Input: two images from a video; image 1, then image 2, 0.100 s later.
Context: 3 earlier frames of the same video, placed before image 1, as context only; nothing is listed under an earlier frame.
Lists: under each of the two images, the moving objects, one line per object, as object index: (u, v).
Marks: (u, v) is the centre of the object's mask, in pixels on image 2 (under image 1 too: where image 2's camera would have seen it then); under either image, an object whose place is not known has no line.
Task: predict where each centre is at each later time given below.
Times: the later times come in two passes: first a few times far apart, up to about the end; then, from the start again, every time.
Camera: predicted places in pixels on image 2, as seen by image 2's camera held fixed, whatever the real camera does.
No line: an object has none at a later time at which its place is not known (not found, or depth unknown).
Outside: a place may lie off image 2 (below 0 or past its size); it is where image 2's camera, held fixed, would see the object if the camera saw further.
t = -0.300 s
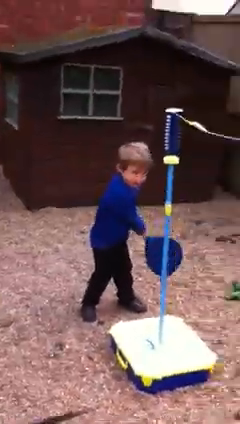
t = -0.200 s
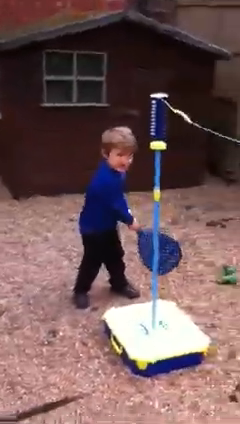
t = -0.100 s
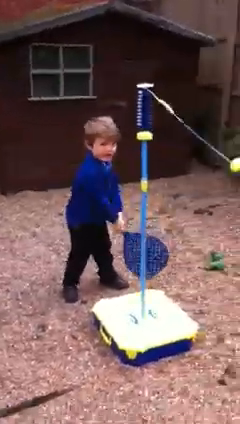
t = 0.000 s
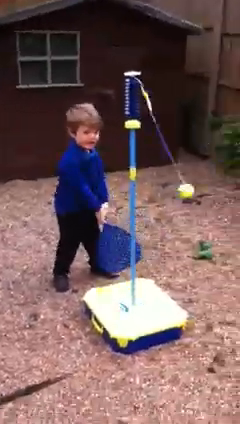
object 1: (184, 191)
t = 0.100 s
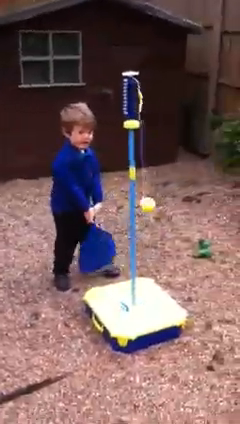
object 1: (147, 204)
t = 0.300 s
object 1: (193, 191)
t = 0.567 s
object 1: (199, 190)
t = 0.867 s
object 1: (147, 203)
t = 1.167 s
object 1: (164, 196)
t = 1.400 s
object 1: (152, 201)
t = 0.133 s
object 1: (155, 202)
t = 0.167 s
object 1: (164, 200)
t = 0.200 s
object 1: (174, 199)
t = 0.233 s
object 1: (180, 198)
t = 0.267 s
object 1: (186, 193)
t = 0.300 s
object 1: (193, 191)
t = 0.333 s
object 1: (197, 188)
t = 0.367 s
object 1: (203, 186)
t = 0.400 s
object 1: (205, 187)
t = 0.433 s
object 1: (205, 187)
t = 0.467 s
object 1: (204, 187)
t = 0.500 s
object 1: (204, 187)
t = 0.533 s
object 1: (202, 188)
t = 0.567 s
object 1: (199, 190)
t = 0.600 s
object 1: (194, 193)
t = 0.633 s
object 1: (189, 195)
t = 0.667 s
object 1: (181, 197)
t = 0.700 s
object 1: (173, 201)
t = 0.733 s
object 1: (164, 203)
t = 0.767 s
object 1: (153, 203)
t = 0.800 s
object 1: (143, 204)
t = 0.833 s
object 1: (143, 205)
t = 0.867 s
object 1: (147, 203)
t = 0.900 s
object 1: (151, 201)
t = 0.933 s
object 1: (154, 201)
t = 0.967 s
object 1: (157, 200)
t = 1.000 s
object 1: (160, 198)
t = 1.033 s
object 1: (161, 197)
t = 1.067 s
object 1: (162, 196)
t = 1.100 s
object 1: (163, 196)
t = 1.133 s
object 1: (163, 195)
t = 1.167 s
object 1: (164, 196)
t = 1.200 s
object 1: (164, 196)
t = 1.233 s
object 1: (163, 197)
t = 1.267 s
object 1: (162, 198)
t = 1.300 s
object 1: (159, 199)
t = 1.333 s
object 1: (157, 200)
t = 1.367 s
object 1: (155, 201)
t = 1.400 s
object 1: (152, 201)
